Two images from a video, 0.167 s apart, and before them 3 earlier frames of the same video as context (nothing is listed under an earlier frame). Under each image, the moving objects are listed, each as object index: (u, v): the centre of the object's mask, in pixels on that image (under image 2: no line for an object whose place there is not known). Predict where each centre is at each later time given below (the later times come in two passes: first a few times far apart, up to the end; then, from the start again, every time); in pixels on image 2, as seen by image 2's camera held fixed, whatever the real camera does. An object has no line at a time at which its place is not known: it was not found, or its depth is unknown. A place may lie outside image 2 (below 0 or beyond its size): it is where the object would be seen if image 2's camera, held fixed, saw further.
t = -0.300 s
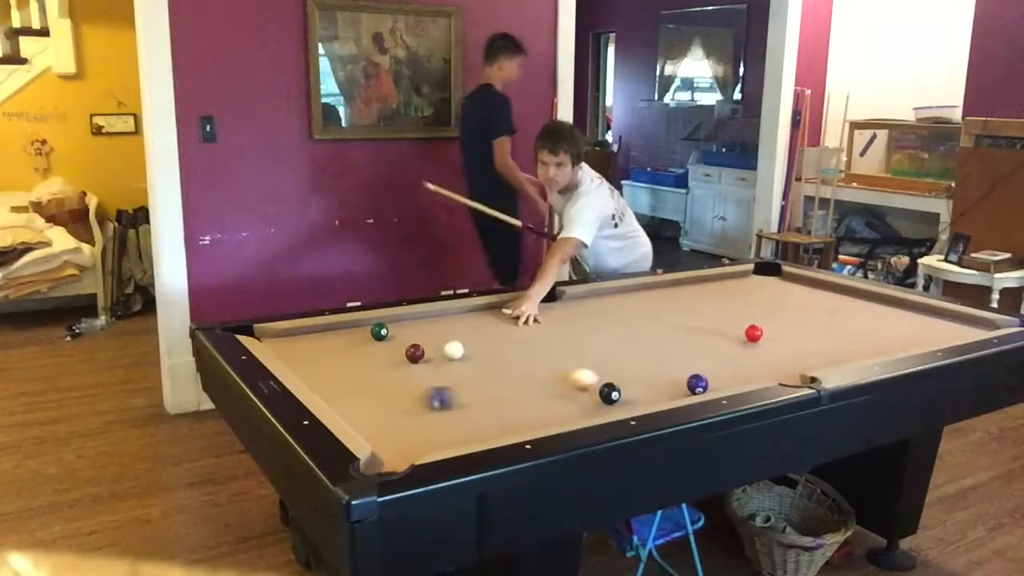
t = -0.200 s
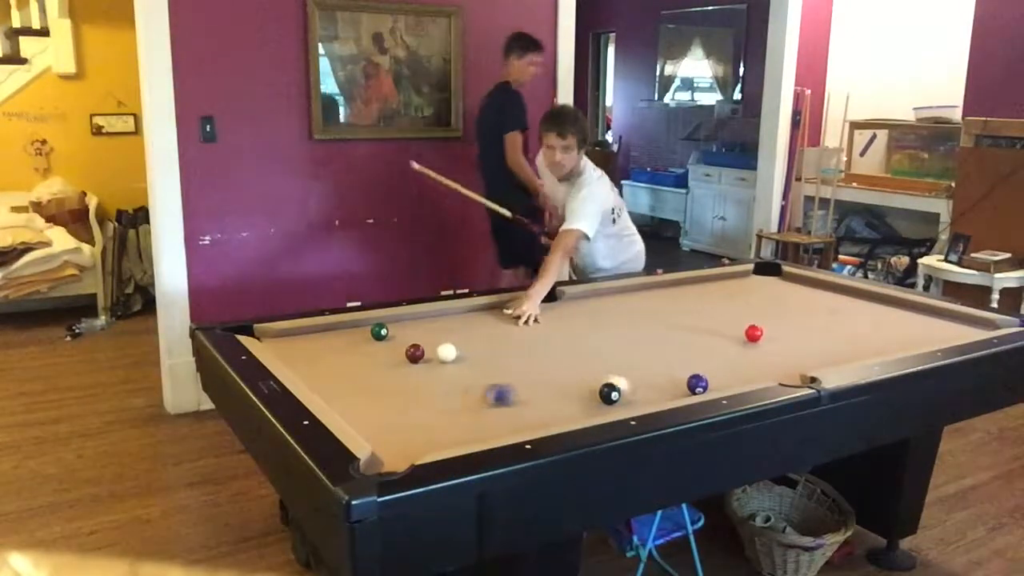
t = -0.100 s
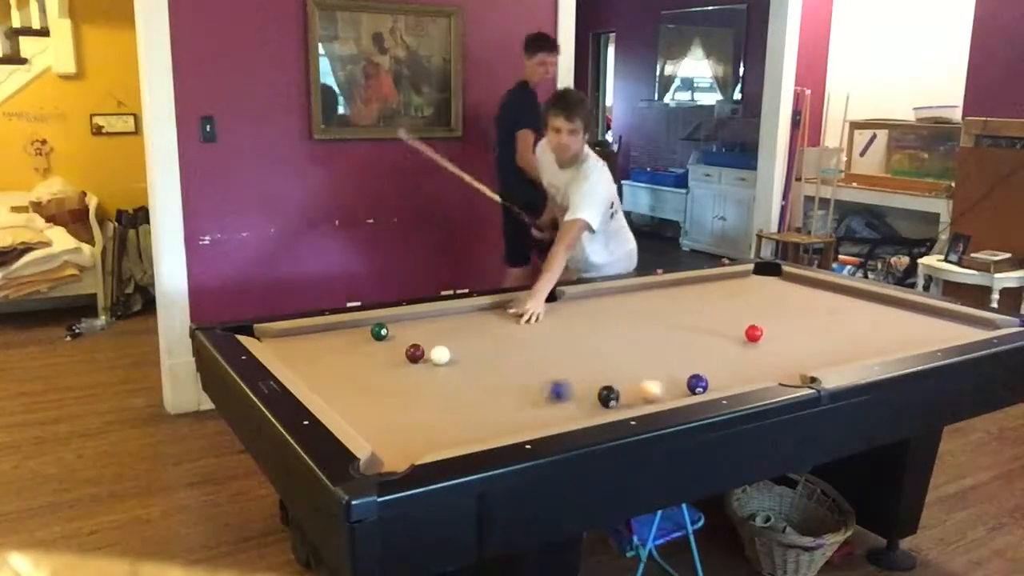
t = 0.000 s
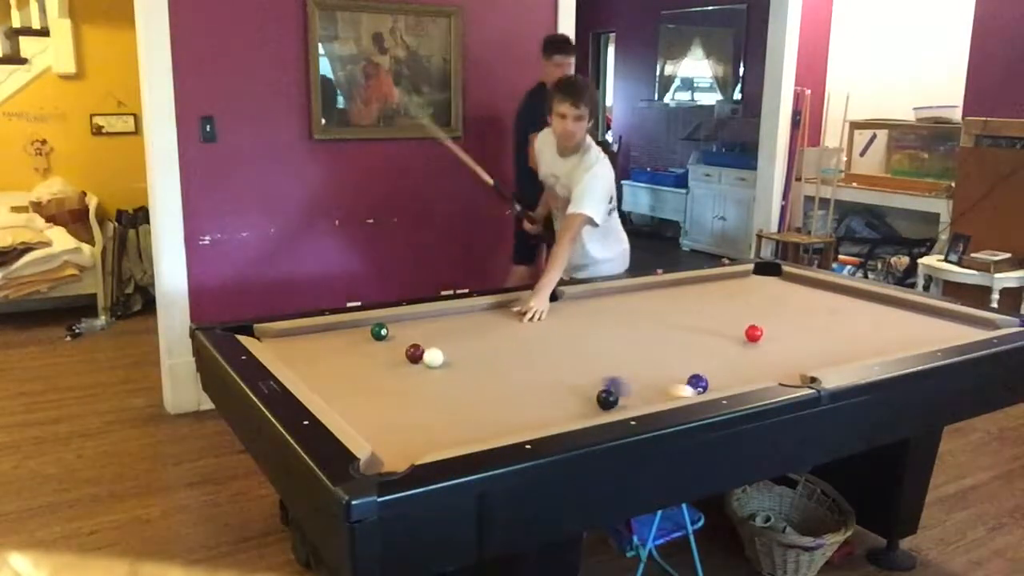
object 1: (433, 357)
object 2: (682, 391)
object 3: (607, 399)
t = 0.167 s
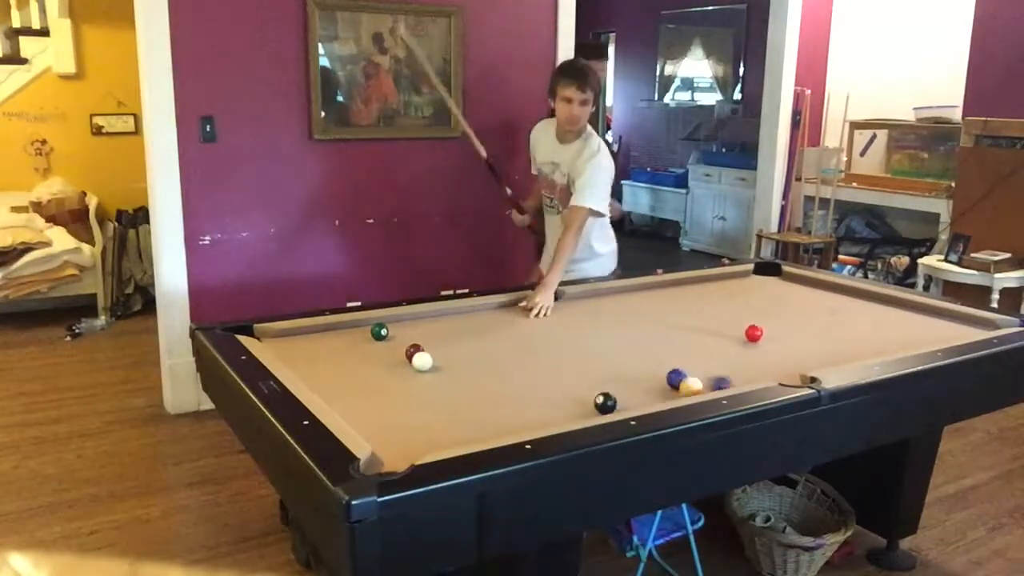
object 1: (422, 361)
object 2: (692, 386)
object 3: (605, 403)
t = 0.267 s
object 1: (416, 364)
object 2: (694, 383)
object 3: (604, 405)
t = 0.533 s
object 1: (400, 369)
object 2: (702, 371)
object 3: (601, 408)
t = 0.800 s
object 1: (386, 375)
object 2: (707, 361)
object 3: (597, 409)
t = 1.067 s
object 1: (373, 379)
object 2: (711, 352)
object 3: (592, 410)
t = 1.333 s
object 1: (360, 383)
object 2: (713, 345)
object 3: (591, 410)
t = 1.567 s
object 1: (349, 387)
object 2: (714, 339)
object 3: (592, 410)
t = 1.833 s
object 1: (339, 389)
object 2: (714, 333)
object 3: (592, 410)
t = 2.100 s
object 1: (330, 392)
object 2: (714, 329)
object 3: (592, 410)
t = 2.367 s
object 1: (328, 393)
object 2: (714, 325)
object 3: (592, 410)
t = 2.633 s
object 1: (331, 393)
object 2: (714, 323)
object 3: (592, 410)
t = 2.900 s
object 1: (331, 393)
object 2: (714, 321)
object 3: (592, 410)
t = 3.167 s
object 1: (331, 393)
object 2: (714, 319)
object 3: (592, 410)
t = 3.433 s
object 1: (331, 393)
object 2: (715, 319)
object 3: (592, 410)
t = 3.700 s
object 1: (331, 393)
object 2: (715, 319)
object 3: (592, 410)
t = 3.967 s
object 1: (331, 393)
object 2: (715, 319)
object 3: (592, 410)
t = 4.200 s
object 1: (331, 393)
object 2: (715, 319)
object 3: (592, 410)
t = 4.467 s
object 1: (331, 393)
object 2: (715, 319)
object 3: (592, 410)
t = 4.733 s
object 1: (331, 393)
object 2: (715, 319)
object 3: (591, 410)
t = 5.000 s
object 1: (331, 393)
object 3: (591, 410)
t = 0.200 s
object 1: (420, 362)
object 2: (692, 385)
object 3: (604, 404)
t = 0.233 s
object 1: (418, 363)
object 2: (693, 384)
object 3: (604, 404)
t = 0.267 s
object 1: (416, 364)
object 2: (694, 383)
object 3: (604, 405)
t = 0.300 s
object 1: (414, 364)
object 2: (695, 382)
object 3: (603, 405)
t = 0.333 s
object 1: (412, 365)
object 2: (696, 380)
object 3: (603, 406)
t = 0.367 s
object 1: (410, 366)
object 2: (697, 379)
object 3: (603, 406)
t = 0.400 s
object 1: (408, 367)
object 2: (699, 377)
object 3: (603, 407)
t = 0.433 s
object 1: (406, 367)
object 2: (700, 375)
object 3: (602, 407)
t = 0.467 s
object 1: (404, 368)
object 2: (700, 374)
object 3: (602, 408)
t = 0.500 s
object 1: (402, 369)
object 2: (701, 373)
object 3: (602, 408)
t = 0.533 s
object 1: (400, 369)
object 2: (702, 371)
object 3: (601, 408)
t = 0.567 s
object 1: (398, 370)
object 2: (703, 370)
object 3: (601, 409)
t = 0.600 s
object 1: (397, 371)
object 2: (704, 369)
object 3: (601, 409)
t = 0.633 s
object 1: (395, 371)
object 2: (705, 368)
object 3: (601, 409)
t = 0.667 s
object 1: (393, 372)
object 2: (705, 366)
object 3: (601, 410)
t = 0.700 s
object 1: (391, 373)
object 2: (706, 365)
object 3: (599, 410)
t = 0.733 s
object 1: (390, 373)
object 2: (707, 363)
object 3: (599, 409)
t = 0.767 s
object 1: (388, 374)
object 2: (706, 362)
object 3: (598, 409)
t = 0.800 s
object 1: (386, 375)
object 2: (707, 361)
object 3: (597, 409)
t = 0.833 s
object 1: (384, 375)
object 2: (708, 360)
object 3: (596, 410)
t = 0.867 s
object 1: (383, 376)
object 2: (708, 359)
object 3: (596, 410)
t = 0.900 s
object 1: (381, 376)
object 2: (709, 358)
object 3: (595, 410)
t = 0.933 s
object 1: (380, 377)
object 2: (709, 356)
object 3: (594, 410)
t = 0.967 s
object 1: (378, 378)
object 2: (710, 355)
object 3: (594, 410)
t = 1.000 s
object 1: (376, 378)
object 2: (710, 355)
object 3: (593, 410)
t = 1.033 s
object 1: (375, 379)
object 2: (710, 354)
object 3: (592, 410)
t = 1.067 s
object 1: (373, 379)
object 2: (711, 352)
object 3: (592, 410)
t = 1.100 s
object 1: (371, 380)
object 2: (712, 351)
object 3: (592, 410)
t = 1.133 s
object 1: (369, 380)
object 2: (712, 350)
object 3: (591, 410)
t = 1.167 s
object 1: (368, 381)
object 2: (712, 349)
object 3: (591, 410)
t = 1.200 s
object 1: (366, 381)
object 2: (713, 348)
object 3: (591, 410)
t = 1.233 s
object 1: (364, 382)
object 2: (713, 347)
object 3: (591, 410)
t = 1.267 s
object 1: (363, 382)
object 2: (713, 347)
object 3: (591, 410)
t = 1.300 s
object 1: (361, 383)
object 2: (713, 346)
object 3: (591, 410)
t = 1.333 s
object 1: (360, 383)
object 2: (713, 345)
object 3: (591, 410)
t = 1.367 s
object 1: (358, 384)
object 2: (713, 344)
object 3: (591, 410)
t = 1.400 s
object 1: (357, 384)
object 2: (714, 343)
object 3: (591, 410)
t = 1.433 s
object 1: (355, 385)
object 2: (714, 343)
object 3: (591, 410)
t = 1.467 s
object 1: (354, 385)
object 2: (714, 342)
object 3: (592, 410)
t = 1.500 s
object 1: (352, 386)
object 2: (714, 341)
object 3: (592, 410)
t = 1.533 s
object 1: (351, 386)
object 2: (714, 340)
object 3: (592, 410)
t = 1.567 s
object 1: (349, 387)
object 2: (714, 339)
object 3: (592, 410)
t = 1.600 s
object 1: (348, 387)
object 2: (714, 338)
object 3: (592, 410)
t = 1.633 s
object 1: (346, 387)
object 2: (714, 338)
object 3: (592, 410)
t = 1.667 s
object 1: (345, 387)
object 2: (714, 337)
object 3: (592, 410)
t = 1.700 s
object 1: (344, 388)
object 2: (714, 337)
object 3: (592, 410)
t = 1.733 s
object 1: (343, 388)
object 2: (714, 335)
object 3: (592, 410)
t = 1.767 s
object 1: (341, 388)
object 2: (714, 335)
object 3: (592, 410)
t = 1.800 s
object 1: (340, 389)
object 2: (714, 334)
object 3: (592, 410)
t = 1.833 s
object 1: (339, 389)
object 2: (714, 333)
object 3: (592, 410)
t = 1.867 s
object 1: (337, 390)
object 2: (714, 332)
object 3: (592, 410)
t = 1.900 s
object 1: (336, 390)
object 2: (714, 332)
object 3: (592, 410)
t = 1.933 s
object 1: (335, 391)
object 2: (714, 332)
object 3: (592, 410)
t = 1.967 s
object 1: (334, 391)
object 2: (714, 331)
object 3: (592, 410)
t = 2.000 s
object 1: (333, 391)
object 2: (714, 331)
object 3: (592, 410)
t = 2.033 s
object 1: (332, 392)
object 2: (714, 330)
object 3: (592, 410)
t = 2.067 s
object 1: (331, 392)
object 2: (714, 330)
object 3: (592, 410)
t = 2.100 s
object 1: (330, 392)
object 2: (714, 329)
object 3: (592, 410)
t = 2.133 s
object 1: (329, 392)
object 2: (714, 329)
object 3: (592, 410)
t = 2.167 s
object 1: (328, 392)
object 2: (715, 328)
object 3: (592, 410)
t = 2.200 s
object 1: (327, 393)
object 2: (715, 327)
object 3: (592, 410)
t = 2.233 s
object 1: (327, 393)
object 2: (715, 327)
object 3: (592, 410)
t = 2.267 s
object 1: (327, 393)
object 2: (715, 327)
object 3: (592, 410)
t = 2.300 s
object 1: (327, 393)
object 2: (714, 326)
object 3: (592, 410)
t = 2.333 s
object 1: (328, 393)
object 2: (714, 326)
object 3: (592, 410)
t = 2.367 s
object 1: (328, 393)
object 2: (714, 325)
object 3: (592, 410)
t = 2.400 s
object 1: (329, 393)
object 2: (715, 325)
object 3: (592, 410)
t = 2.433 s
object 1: (329, 393)
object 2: (714, 325)
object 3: (592, 410)
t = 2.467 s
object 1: (330, 393)
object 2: (714, 324)
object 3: (592, 410)
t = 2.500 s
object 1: (330, 393)
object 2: (714, 324)
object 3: (592, 410)
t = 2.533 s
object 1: (330, 393)
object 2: (714, 323)
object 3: (592, 410)
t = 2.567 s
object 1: (331, 393)
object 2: (714, 323)
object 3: (592, 410)
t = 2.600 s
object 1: (331, 393)
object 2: (714, 323)
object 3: (592, 410)
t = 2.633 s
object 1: (331, 393)
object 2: (714, 323)
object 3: (592, 410)
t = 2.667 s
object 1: (331, 393)
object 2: (714, 322)
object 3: (592, 410)
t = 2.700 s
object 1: (331, 393)
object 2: (714, 322)
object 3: (592, 410)
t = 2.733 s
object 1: (331, 393)
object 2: (713, 322)
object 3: (592, 410)
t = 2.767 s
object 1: (331, 393)
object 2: (713, 322)
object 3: (592, 410)
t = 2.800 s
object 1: (331, 393)
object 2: (713, 321)
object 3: (592, 410)
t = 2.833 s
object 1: (331, 393)
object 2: (713, 321)
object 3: (592, 410)
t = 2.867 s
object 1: (331, 393)
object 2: (714, 321)
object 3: (592, 410)
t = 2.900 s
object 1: (331, 393)
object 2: (714, 321)
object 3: (592, 410)
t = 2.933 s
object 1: (331, 393)
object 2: (713, 321)
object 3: (592, 410)
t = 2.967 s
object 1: (331, 393)
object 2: (714, 320)
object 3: (592, 410)
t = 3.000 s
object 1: (331, 393)
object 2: (714, 320)
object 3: (592, 410)
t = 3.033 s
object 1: (331, 393)
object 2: (714, 320)
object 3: (592, 410)
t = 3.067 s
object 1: (331, 393)
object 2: (714, 320)
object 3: (592, 410)
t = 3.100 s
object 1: (331, 393)
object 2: (714, 320)
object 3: (592, 410)
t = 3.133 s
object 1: (331, 393)
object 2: (714, 320)
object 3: (592, 410)
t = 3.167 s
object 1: (331, 393)
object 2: (714, 319)
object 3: (592, 410)
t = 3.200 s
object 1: (331, 393)
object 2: (715, 319)
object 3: (592, 410)
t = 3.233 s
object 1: (331, 393)
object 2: (714, 319)
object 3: (592, 410)
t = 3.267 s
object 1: (331, 393)
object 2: (715, 319)
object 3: (592, 410)
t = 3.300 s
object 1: (331, 393)
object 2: (715, 319)
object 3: (592, 410)
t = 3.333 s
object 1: (331, 393)
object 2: (714, 319)
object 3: (592, 410)
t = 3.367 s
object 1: (331, 393)
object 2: (715, 319)
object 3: (592, 410)
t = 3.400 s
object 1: (331, 393)
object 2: (715, 319)
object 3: (592, 410)
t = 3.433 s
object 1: (331, 393)
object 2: (715, 319)
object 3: (592, 410)
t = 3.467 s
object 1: (331, 393)
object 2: (715, 319)
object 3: (592, 410)
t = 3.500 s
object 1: (331, 393)
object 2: (715, 319)
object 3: (592, 410)
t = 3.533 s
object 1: (331, 393)
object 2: (715, 319)
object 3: (592, 410)
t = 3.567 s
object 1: (331, 393)
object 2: (715, 319)
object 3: (592, 410)
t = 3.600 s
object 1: (331, 393)
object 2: (714, 319)
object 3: (592, 410)
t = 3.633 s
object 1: (331, 393)
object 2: (715, 319)
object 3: (592, 410)
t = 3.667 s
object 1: (331, 393)
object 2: (715, 319)
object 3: (592, 410)
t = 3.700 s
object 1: (331, 393)
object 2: (715, 319)
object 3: (592, 410)
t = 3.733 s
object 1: (331, 393)
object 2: (715, 319)
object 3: (592, 410)
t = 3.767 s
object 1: (331, 393)
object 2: (715, 319)
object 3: (592, 410)
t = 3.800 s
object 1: (331, 393)
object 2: (715, 319)
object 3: (592, 410)
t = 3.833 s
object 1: (331, 393)
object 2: (714, 319)
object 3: (592, 410)
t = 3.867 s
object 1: (331, 393)
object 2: (714, 319)
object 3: (592, 410)
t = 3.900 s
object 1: (331, 393)
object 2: (714, 319)
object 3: (592, 410)
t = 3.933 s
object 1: (331, 393)
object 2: (714, 319)
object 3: (592, 410)
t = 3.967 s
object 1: (331, 393)
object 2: (715, 319)
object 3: (592, 410)
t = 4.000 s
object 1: (331, 393)
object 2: (715, 319)
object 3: (592, 410)
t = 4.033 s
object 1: (331, 393)
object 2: (715, 319)
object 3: (592, 410)
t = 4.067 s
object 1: (331, 393)
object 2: (715, 319)
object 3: (592, 410)
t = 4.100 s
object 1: (331, 393)
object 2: (715, 319)
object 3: (592, 410)
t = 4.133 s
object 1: (331, 393)
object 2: (715, 319)
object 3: (592, 410)
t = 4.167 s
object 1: (331, 393)
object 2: (715, 319)
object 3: (592, 410)
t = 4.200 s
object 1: (331, 393)
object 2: (715, 319)
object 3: (592, 410)
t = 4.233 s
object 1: (331, 393)
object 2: (715, 319)
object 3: (592, 410)
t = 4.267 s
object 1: (331, 393)
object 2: (715, 319)
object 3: (592, 410)
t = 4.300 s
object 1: (331, 393)
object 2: (715, 319)
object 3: (592, 410)
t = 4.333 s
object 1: (331, 393)
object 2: (715, 319)
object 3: (592, 410)
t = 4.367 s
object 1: (331, 393)
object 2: (715, 319)
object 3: (592, 410)
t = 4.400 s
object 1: (331, 393)
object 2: (715, 319)
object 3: (592, 410)
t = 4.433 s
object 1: (331, 393)
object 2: (715, 319)
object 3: (592, 410)
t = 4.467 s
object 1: (331, 393)
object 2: (715, 319)
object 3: (592, 410)
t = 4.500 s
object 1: (331, 393)
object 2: (715, 319)
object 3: (592, 410)
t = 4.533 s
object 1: (331, 393)
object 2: (715, 319)
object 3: (592, 410)
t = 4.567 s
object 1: (331, 393)
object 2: (715, 319)
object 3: (592, 410)
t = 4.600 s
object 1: (331, 393)
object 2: (715, 319)
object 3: (592, 410)
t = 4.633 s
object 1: (331, 393)
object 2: (715, 319)
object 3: (592, 410)
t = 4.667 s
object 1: (331, 393)
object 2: (715, 319)
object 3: (592, 410)
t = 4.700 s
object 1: (331, 393)
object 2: (715, 319)
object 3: (592, 410)
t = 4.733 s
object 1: (331, 393)
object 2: (715, 319)
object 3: (591, 410)
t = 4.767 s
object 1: (331, 393)
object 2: (714, 320)
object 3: (591, 410)
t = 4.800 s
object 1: (331, 393)
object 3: (591, 410)
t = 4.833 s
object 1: (331, 393)
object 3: (592, 410)
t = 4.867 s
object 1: (331, 393)
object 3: (592, 410)
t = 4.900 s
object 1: (331, 393)
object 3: (591, 410)
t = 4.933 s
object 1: (331, 393)
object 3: (592, 410)
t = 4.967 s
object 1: (331, 393)
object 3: (592, 410)
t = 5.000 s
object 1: (331, 393)
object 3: (591, 410)
